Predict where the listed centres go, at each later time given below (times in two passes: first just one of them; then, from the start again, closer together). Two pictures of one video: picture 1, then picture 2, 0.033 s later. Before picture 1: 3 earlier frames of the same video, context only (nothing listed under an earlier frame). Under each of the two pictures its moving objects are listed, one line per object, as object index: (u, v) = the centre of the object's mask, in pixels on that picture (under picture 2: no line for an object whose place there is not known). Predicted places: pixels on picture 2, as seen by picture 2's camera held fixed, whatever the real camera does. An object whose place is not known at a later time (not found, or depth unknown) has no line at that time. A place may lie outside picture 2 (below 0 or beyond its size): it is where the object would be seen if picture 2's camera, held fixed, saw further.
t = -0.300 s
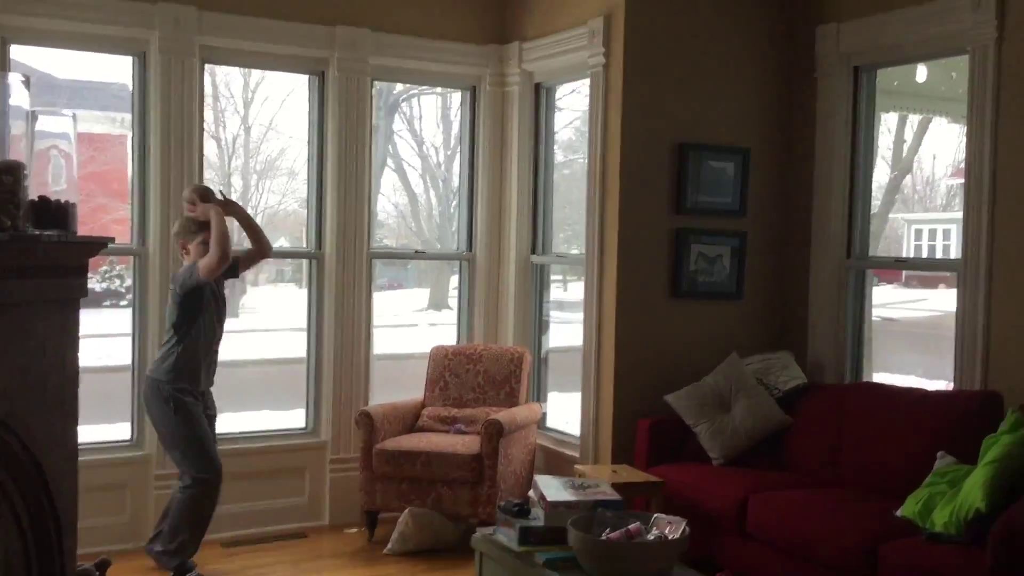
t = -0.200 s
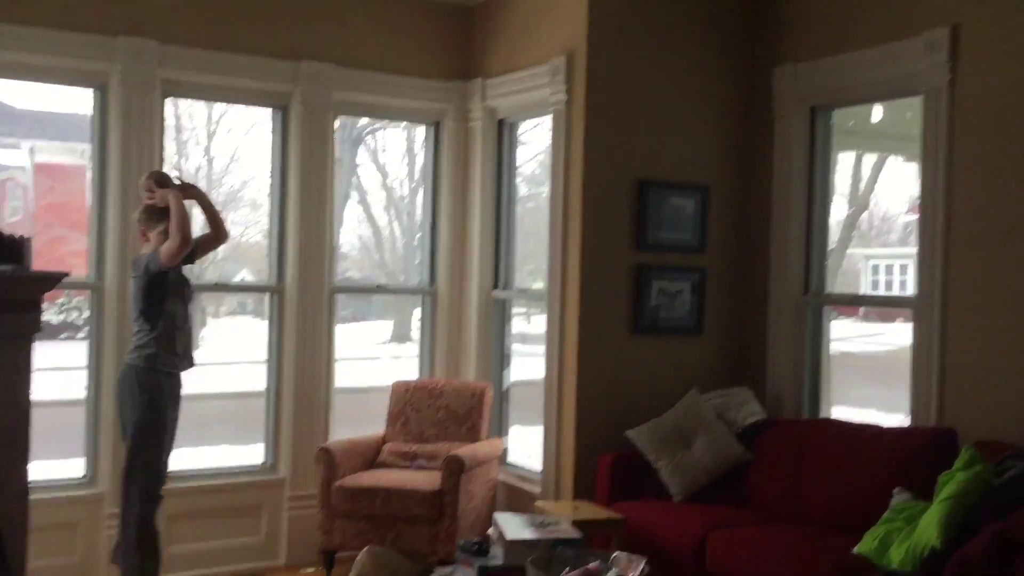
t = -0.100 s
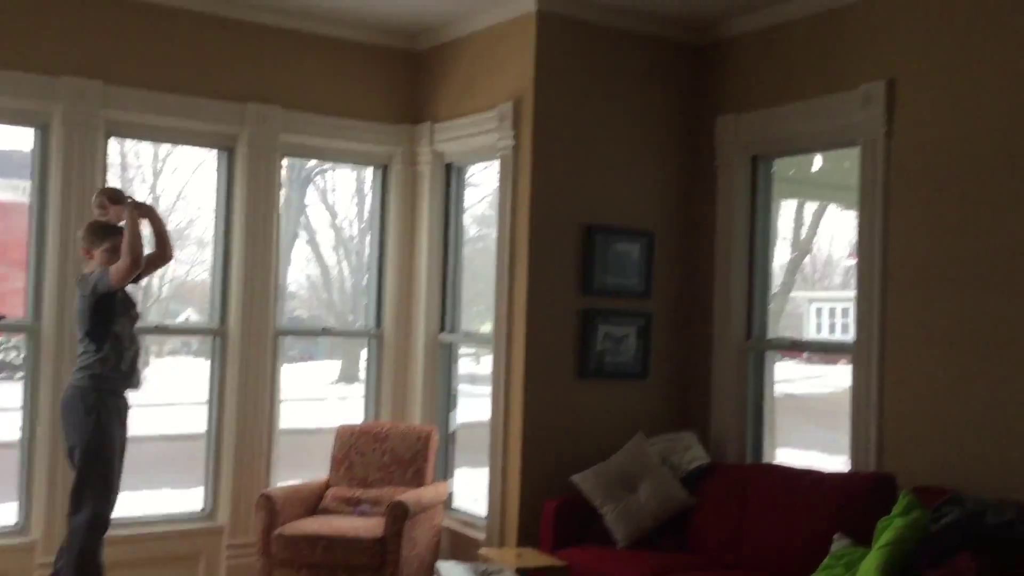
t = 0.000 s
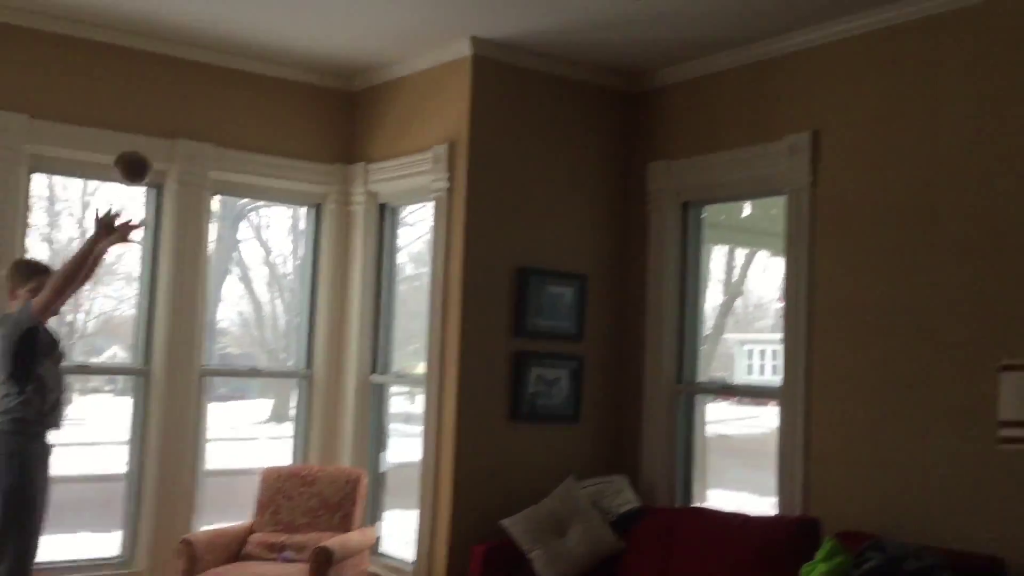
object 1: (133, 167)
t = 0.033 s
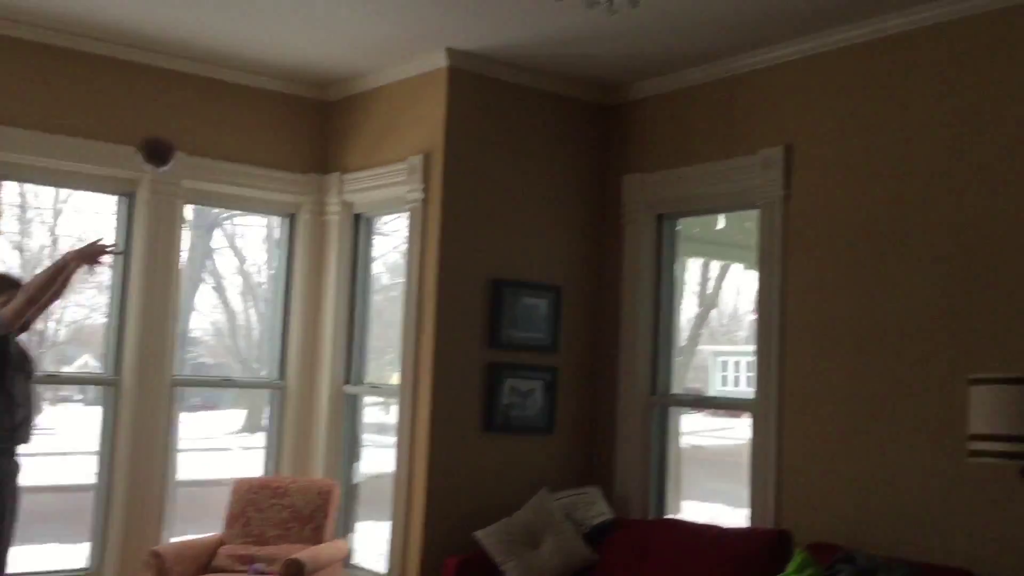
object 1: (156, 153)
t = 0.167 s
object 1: (375, 76)
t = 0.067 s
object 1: (208, 133)
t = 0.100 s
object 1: (260, 114)
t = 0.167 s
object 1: (375, 76)
